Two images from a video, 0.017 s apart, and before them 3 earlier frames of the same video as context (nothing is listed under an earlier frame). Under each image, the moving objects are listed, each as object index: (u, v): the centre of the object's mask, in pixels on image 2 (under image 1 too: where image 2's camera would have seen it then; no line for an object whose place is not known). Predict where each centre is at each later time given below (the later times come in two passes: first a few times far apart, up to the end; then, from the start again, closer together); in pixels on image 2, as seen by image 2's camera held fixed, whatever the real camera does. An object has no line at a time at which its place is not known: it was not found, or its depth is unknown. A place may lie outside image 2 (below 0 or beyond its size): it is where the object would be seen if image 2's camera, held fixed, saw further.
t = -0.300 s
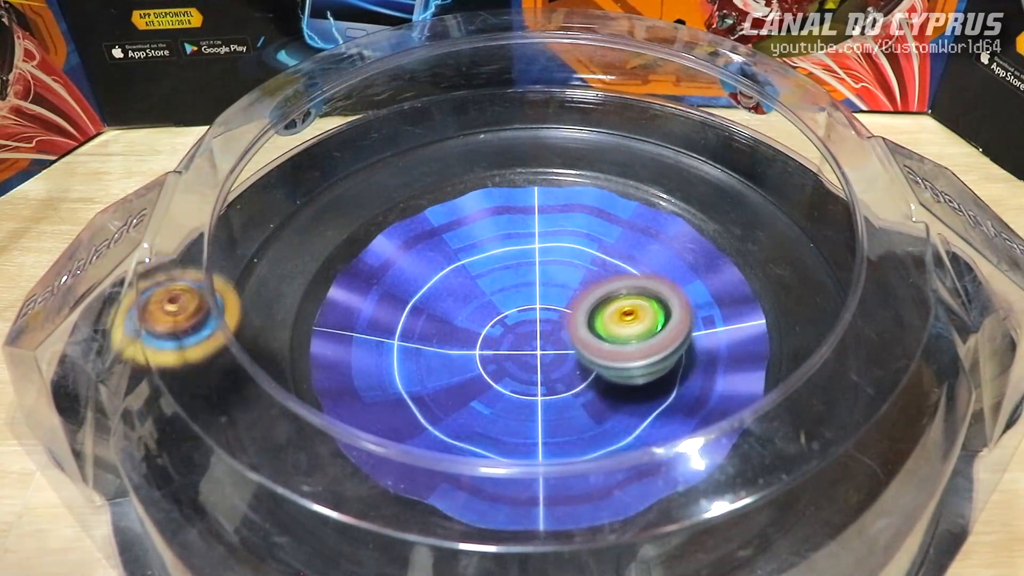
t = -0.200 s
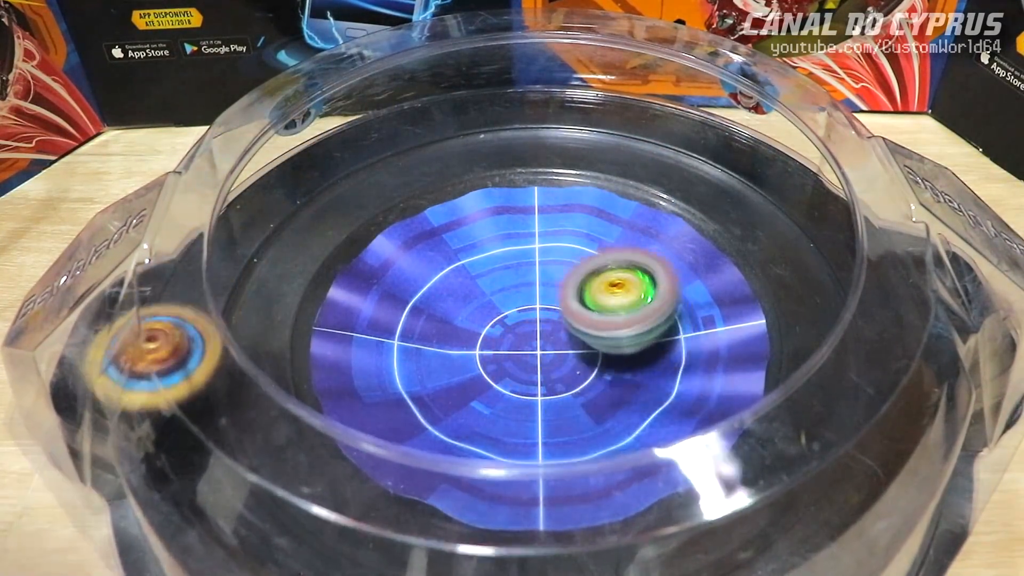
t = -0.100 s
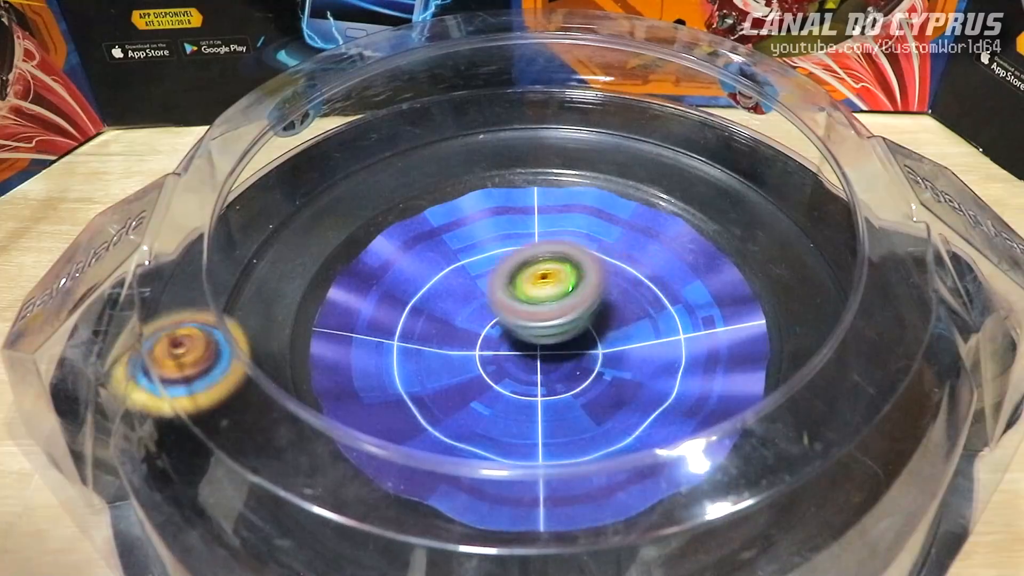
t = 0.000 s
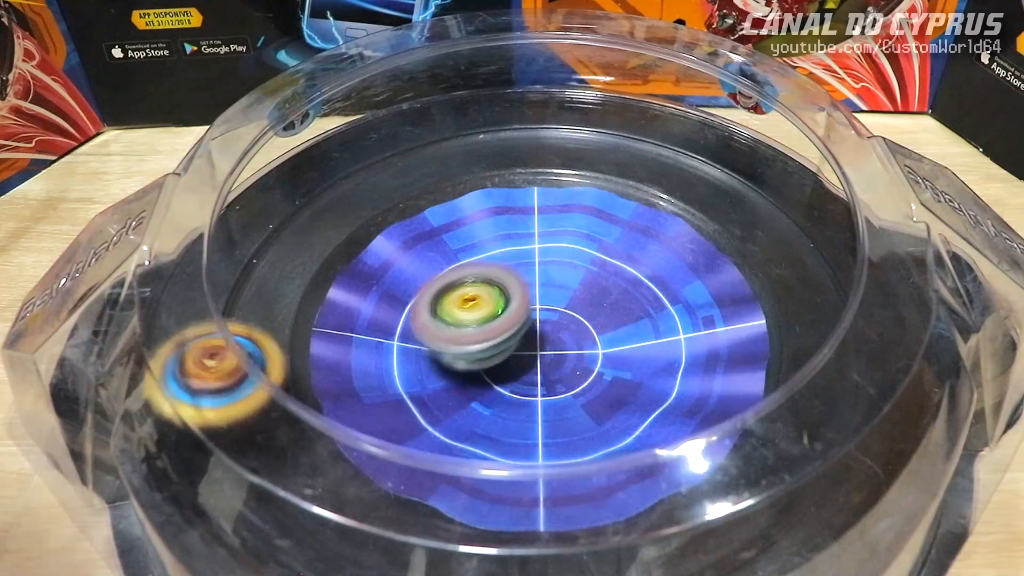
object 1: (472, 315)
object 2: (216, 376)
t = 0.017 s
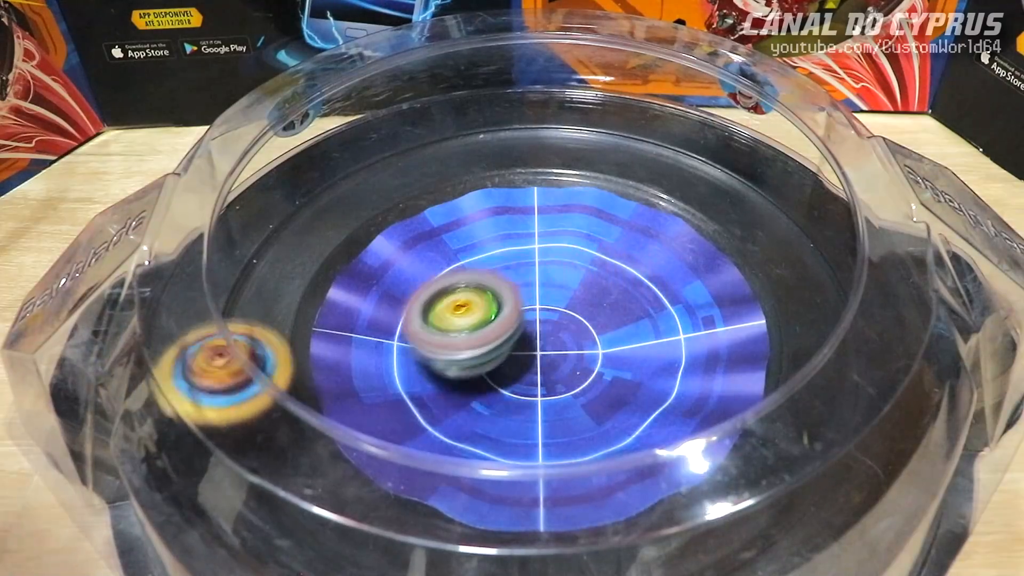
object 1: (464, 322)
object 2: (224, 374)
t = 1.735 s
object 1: (186, 238)
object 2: (417, 101)
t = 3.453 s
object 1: (512, 121)
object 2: (545, 292)
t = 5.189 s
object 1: (427, 169)
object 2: (451, 284)
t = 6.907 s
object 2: (543, 278)
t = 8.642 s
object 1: (495, 270)
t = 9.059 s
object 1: (426, 272)
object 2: (539, 290)
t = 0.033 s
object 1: (456, 329)
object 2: (235, 370)
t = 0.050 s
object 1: (451, 336)
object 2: (246, 368)
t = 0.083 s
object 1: (446, 351)
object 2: (265, 367)
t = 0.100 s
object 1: (446, 359)
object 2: (273, 369)
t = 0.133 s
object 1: (448, 375)
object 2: (288, 370)
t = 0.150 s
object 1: (452, 383)
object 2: (297, 369)
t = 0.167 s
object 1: (457, 390)
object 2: (307, 368)
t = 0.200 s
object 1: (470, 402)
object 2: (328, 359)
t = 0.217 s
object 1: (478, 406)
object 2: (336, 353)
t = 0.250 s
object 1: (496, 414)
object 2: (358, 334)
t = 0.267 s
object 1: (506, 417)
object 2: (370, 325)
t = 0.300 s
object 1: (528, 421)
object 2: (398, 304)
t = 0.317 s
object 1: (540, 435)
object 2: (415, 295)
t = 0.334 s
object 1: (553, 439)
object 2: (433, 289)
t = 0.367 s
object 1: (578, 439)
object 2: (474, 277)
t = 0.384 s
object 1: (591, 437)
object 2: (495, 272)
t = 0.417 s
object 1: (615, 429)
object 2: (543, 268)
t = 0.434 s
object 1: (627, 422)
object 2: (565, 269)
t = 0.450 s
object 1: (636, 407)
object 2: (586, 270)
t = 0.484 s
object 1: (654, 392)
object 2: (629, 279)
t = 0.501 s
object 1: (661, 384)
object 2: (647, 284)
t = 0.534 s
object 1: (658, 389)
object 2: (683, 278)
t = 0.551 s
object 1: (645, 404)
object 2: (701, 256)
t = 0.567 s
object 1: (634, 431)
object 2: (718, 239)
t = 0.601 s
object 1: (614, 469)
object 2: (747, 212)
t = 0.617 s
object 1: (604, 479)
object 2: (760, 203)
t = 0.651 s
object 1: (576, 511)
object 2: (781, 188)
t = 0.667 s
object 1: (559, 522)
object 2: (787, 176)
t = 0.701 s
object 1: (522, 536)
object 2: (787, 174)
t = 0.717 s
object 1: (505, 536)
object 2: (784, 176)
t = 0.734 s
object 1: (489, 537)
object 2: (782, 172)
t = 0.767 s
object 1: (461, 541)
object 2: (778, 170)
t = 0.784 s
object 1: (446, 542)
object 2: (778, 163)
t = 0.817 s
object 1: (417, 541)
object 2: (776, 158)
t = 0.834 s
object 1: (404, 540)
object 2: (770, 151)
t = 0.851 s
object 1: (392, 538)
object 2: (762, 146)
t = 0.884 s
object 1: (366, 534)
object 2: (749, 137)
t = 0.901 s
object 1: (356, 532)
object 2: (743, 132)
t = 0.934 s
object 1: (341, 527)
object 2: (726, 126)
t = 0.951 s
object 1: (332, 524)
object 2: (721, 124)
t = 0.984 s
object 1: (311, 517)
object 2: (705, 119)
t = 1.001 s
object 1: (300, 513)
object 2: (701, 115)
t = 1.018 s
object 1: (288, 509)
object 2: (695, 112)
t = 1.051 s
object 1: (270, 498)
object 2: (681, 106)
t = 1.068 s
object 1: (262, 488)
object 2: (676, 104)
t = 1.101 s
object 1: (246, 479)
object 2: (663, 100)
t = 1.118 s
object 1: (237, 472)
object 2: (658, 98)
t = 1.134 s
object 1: (230, 464)
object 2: (652, 97)
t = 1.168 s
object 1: (215, 446)
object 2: (638, 96)
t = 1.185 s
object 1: (207, 439)
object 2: (633, 94)
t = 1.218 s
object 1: (194, 424)
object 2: (619, 94)
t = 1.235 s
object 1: (197, 416)
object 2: (613, 92)
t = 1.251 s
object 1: (199, 409)
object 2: (607, 91)
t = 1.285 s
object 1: (202, 393)
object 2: (594, 89)
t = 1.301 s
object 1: (201, 386)
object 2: (589, 89)
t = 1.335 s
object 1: (197, 371)
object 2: (575, 88)
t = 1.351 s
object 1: (195, 364)
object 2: (567, 88)
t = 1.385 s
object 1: (188, 349)
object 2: (555, 87)
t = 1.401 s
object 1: (187, 340)
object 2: (548, 86)
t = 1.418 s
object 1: (181, 334)
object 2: (541, 86)
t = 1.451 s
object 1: (176, 321)
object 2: (528, 86)
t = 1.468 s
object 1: (172, 313)
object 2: (520, 86)
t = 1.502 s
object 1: (168, 301)
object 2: (508, 87)
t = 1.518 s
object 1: (166, 295)
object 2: (501, 87)
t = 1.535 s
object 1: (161, 290)
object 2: (495, 88)
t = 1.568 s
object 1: (159, 274)
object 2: (482, 89)
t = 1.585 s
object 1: (157, 266)
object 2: (475, 90)
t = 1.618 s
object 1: (158, 254)
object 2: (463, 92)
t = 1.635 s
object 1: (162, 250)
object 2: (456, 93)
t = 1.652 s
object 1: (165, 247)
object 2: (450, 94)
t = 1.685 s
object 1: (173, 242)
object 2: (436, 96)
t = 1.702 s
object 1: (178, 240)
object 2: (429, 98)
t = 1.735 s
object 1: (186, 238)
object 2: (417, 101)
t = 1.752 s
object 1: (189, 235)
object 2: (410, 102)
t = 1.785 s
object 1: (198, 233)
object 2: (399, 107)
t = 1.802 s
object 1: (201, 230)
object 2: (392, 109)
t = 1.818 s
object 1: (204, 228)
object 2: (386, 110)
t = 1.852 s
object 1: (210, 223)
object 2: (373, 115)
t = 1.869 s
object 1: (214, 221)
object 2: (367, 117)
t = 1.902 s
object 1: (219, 216)
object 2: (354, 124)
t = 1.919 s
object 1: (223, 214)
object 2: (347, 126)
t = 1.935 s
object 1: (225, 212)
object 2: (342, 129)
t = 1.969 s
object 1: (232, 208)
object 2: (329, 135)
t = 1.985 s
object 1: (235, 206)
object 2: (324, 138)
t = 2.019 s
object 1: (242, 202)
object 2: (315, 142)
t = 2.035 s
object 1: (244, 206)
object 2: (313, 144)
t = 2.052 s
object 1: (241, 210)
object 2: (312, 145)
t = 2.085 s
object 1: (244, 226)
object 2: (308, 149)
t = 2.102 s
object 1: (246, 233)
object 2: (308, 151)
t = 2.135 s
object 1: (248, 244)
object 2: (305, 155)
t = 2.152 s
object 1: (250, 250)
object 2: (304, 157)
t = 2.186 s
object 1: (254, 260)
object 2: (301, 164)
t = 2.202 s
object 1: (257, 265)
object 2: (302, 166)
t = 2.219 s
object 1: (265, 270)
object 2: (303, 168)
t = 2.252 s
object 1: (271, 279)
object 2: (314, 169)
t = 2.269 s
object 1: (274, 284)
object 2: (320, 173)
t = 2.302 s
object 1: (285, 296)
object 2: (328, 175)
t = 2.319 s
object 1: (294, 304)
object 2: (329, 178)
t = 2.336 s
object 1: (301, 311)
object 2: (331, 182)
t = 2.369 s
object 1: (322, 329)
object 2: (336, 190)
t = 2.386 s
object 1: (334, 339)
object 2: (338, 193)
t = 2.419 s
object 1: (363, 360)
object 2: (344, 203)
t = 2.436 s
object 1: (379, 370)
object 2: (349, 208)
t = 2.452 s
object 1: (399, 379)
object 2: (356, 212)
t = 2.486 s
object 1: (439, 396)
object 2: (375, 220)
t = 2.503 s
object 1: (461, 401)
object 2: (389, 222)
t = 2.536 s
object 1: (512, 408)
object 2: (418, 225)
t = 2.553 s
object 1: (539, 409)
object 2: (436, 229)
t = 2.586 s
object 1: (594, 403)
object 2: (468, 235)
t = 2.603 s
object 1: (619, 398)
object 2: (484, 241)
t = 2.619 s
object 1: (643, 390)
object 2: (500, 247)
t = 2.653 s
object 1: (684, 368)
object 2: (530, 261)
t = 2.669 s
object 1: (704, 355)
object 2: (545, 270)
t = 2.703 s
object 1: (730, 323)
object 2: (569, 288)
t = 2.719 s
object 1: (740, 306)
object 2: (579, 299)
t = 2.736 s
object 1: (745, 290)
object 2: (589, 309)
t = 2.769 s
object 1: (749, 258)
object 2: (599, 331)
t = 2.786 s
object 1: (748, 241)
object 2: (602, 343)
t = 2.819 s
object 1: (739, 212)
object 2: (600, 364)
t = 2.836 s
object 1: (732, 197)
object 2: (598, 376)
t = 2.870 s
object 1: (712, 173)
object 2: (587, 395)
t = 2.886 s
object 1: (701, 163)
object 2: (580, 404)
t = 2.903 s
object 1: (691, 155)
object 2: (572, 409)
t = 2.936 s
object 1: (675, 139)
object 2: (556, 418)
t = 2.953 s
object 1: (669, 133)
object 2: (545, 422)
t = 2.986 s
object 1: (656, 123)
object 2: (526, 437)
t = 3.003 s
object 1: (650, 119)
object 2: (514, 441)
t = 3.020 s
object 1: (644, 116)
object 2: (503, 443)
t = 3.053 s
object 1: (635, 111)
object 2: (479, 442)
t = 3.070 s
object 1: (629, 110)
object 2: (469, 440)
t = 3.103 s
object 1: (620, 107)
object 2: (453, 421)
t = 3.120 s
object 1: (616, 106)
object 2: (445, 418)
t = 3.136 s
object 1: (611, 105)
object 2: (436, 414)
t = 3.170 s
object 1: (602, 104)
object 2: (426, 404)
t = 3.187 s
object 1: (597, 104)
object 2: (424, 398)
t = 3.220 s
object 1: (588, 103)
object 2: (424, 382)
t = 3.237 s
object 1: (583, 104)
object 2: (429, 373)
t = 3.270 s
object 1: (573, 105)
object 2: (436, 355)
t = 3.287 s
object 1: (568, 105)
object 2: (443, 346)
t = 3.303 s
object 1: (562, 106)
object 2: (449, 338)
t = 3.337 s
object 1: (551, 108)
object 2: (467, 322)
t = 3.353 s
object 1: (545, 109)
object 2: (475, 315)
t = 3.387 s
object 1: (535, 113)
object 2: (497, 304)
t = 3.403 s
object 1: (529, 115)
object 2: (508, 300)
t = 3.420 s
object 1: (523, 117)
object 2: (521, 297)
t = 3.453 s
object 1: (512, 121)
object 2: (545, 292)
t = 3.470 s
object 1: (507, 124)
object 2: (557, 291)
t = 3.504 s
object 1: (494, 131)
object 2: (580, 289)
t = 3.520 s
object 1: (486, 136)
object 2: (591, 290)
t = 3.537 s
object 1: (478, 143)
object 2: (601, 291)
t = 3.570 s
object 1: (461, 157)
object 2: (619, 295)
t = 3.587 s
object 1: (452, 166)
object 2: (629, 298)
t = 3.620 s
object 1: (432, 184)
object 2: (647, 304)
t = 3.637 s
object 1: (422, 195)
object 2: (655, 308)
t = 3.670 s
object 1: (402, 219)
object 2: (667, 317)
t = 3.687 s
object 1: (391, 232)
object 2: (672, 323)
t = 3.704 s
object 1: (383, 247)
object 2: (674, 329)
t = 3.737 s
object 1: (370, 280)
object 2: (675, 342)
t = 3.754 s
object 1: (367, 299)
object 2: (671, 348)
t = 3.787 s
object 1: (367, 335)
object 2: (662, 359)
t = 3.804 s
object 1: (372, 354)
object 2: (654, 363)
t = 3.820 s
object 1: (381, 371)
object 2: (645, 368)
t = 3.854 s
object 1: (406, 405)
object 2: (622, 373)
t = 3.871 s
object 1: (425, 420)
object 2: (609, 375)
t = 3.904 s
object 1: (468, 447)
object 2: (585, 373)
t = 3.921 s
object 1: (492, 456)
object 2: (571, 369)
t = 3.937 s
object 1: (521, 464)
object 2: (559, 364)
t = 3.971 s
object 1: (576, 471)
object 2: (535, 357)
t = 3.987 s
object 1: (605, 469)
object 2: (525, 351)
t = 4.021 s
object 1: (661, 459)
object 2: (512, 333)
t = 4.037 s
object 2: (507, 325)
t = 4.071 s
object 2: (502, 307)
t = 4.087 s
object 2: (501, 299)
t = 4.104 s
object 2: (504, 289)
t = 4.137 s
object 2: (509, 273)
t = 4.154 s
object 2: (514, 266)
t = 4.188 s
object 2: (525, 251)
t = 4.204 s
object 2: (531, 245)
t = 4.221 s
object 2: (539, 240)
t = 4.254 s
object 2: (553, 231)
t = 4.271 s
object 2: (562, 228)
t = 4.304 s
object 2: (579, 225)
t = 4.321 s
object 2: (587, 225)
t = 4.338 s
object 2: (594, 225)
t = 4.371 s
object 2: (608, 230)
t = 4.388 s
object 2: (614, 234)
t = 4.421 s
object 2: (621, 244)
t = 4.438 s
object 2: (624, 252)
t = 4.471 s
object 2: (624, 268)
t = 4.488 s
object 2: (622, 277)
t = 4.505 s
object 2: (618, 287)
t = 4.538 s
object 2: (605, 308)
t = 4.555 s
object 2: (598, 315)
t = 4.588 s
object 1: (799, 259)
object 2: (577, 328)
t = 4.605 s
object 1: (795, 255)
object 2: (565, 335)
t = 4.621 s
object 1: (790, 251)
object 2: (551, 340)
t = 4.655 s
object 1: (776, 244)
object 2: (526, 343)
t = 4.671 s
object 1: (767, 241)
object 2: (514, 342)
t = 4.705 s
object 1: (747, 234)
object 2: (488, 338)
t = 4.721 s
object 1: (735, 231)
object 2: (479, 335)
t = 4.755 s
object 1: (710, 223)
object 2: (461, 325)
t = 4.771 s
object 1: (697, 218)
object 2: (452, 320)
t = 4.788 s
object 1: (684, 213)
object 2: (445, 313)
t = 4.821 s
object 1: (651, 205)
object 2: (433, 299)
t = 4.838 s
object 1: (633, 202)
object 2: (431, 292)
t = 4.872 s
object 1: (594, 196)
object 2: (426, 277)
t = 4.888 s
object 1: (573, 193)
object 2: (425, 271)
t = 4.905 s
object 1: (552, 194)
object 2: (425, 263)
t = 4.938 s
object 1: (512, 191)
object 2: (427, 252)
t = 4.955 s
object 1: (499, 181)
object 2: (424, 251)
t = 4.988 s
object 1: (489, 165)
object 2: (416, 255)
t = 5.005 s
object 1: (485, 160)
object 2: (414, 259)
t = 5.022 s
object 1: (480, 152)
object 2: (414, 259)
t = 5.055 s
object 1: (471, 145)
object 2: (416, 260)
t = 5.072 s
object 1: (465, 143)
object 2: (418, 262)
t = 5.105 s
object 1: (455, 144)
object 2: (426, 266)
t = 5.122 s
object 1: (450, 147)
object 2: (430, 269)
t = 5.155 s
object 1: (440, 157)
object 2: (441, 276)
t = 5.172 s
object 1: (433, 163)
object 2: (447, 280)
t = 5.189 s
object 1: (427, 169)
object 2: (451, 284)
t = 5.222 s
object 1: (414, 183)
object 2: (463, 295)
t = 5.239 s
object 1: (408, 191)
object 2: (468, 301)
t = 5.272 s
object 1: (396, 213)
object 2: (477, 313)
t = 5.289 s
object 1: (393, 225)
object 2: (481, 320)
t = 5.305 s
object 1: (392, 239)
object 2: (482, 327)
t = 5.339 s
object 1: (393, 267)
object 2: (488, 343)
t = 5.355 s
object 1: (386, 273)
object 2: (496, 355)
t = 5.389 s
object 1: (372, 289)
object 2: (510, 374)
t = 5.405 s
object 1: (369, 296)
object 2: (515, 382)
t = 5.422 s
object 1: (366, 305)
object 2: (517, 388)
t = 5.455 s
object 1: (373, 323)
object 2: (517, 401)
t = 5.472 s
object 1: (383, 333)
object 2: (513, 406)
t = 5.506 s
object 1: (402, 348)
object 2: (511, 415)
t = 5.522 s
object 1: (409, 351)
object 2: (515, 420)
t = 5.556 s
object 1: (428, 355)
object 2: (518, 428)
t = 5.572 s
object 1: (440, 357)
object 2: (520, 443)
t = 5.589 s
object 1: (454, 358)
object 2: (519, 451)
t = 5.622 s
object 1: (488, 360)
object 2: (519, 460)
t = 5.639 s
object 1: (506, 358)
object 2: (520, 477)
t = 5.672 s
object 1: (541, 350)
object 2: (521, 479)
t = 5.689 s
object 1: (559, 342)
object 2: (520, 482)
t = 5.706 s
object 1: (574, 332)
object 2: (518, 485)
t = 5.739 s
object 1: (596, 312)
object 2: (512, 485)
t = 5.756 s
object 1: (605, 300)
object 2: (506, 483)
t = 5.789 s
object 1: (616, 276)
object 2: (502, 477)
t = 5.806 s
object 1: (617, 265)
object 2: (502, 474)
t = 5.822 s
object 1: (617, 254)
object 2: (504, 475)
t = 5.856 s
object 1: (613, 232)
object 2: (507, 456)
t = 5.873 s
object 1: (609, 223)
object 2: (509, 450)
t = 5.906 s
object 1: (597, 207)
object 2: (516, 428)
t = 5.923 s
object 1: (589, 199)
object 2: (519, 424)
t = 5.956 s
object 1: (573, 187)
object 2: (525, 413)
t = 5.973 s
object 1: (564, 181)
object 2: (530, 408)
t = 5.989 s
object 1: (556, 178)
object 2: (535, 402)
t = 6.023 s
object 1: (537, 169)
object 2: (544, 387)
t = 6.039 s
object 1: (527, 166)
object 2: (549, 380)
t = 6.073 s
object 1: (506, 162)
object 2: (560, 365)
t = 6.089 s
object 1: (496, 161)
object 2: (566, 358)
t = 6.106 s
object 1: (485, 161)
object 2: (571, 351)
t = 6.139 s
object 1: (463, 165)
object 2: (585, 338)
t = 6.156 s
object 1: (452, 169)
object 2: (593, 332)
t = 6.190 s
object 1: (432, 180)
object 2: (607, 321)
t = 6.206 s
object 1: (423, 188)
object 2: (614, 316)
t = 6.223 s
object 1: (415, 198)
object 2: (622, 311)
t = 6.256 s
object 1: (404, 221)
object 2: (635, 302)
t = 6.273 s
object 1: (401, 234)
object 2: (643, 298)
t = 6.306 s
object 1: (404, 267)
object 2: (657, 290)
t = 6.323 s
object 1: (407, 282)
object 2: (664, 286)
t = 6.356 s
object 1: (424, 318)
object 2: (677, 279)
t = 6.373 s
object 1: (439, 335)
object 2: (683, 275)
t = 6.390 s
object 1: (454, 351)
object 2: (690, 272)
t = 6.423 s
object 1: (494, 375)
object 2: (699, 267)
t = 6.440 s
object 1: (519, 384)
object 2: (702, 265)
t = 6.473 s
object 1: (566, 393)
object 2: (706, 263)
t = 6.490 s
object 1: (591, 393)
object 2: (707, 262)
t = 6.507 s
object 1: (615, 391)
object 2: (707, 261)
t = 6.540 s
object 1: (659, 379)
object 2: (706, 261)
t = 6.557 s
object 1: (681, 372)
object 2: (705, 262)
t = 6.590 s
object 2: (698, 261)
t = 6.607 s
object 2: (691, 260)
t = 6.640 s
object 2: (678, 264)
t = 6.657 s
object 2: (673, 267)
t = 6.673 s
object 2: (667, 269)
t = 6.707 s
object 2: (653, 273)
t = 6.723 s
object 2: (644, 276)
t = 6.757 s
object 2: (626, 279)
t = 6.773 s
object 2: (618, 280)
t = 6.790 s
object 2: (607, 282)
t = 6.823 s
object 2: (588, 285)
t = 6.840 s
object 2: (579, 284)
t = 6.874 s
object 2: (560, 282)
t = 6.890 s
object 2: (550, 281)
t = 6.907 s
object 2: (543, 278)
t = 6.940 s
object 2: (526, 273)
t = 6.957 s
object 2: (517, 269)
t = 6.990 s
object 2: (504, 262)
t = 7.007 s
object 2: (499, 257)
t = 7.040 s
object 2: (488, 250)
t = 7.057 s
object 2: (484, 243)
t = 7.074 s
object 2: (479, 241)
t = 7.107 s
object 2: (470, 231)
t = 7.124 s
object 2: (467, 228)
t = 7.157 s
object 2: (460, 222)
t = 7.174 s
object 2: (456, 219)
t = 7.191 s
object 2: (455, 217)
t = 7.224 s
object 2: (451, 214)
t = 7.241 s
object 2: (449, 214)
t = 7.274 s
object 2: (447, 214)
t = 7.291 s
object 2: (446, 216)
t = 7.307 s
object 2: (445, 216)
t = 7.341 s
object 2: (446, 220)
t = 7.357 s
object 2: (446, 224)
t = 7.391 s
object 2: (448, 230)
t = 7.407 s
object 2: (451, 235)
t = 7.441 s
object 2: (455, 246)
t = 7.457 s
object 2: (456, 251)
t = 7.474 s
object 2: (459, 258)
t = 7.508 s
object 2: (463, 270)
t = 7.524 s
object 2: (464, 276)
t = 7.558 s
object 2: (468, 288)
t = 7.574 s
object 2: (469, 296)
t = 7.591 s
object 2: (471, 302)
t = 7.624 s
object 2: (472, 315)
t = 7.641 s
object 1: (683, 286)
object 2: (471, 322)
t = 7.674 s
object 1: (657, 277)
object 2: (468, 333)
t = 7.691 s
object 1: (641, 273)
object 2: (467, 339)
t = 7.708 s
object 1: (624, 270)
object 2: (465, 343)
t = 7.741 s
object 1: (588, 264)
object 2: (460, 352)
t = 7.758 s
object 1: (567, 264)
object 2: (457, 357)
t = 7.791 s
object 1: (524, 264)
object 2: (451, 364)
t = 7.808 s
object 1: (502, 265)
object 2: (449, 368)
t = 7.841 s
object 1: (464, 271)
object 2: (445, 374)
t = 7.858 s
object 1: (447, 274)
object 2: (441, 376)
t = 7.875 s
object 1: (429, 280)
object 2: (440, 379)
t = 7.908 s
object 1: (402, 290)
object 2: (437, 384)
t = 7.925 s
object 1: (386, 295)
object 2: (436, 386)
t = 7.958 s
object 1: (363, 302)
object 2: (436, 388)
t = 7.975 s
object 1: (351, 306)
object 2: (435, 387)
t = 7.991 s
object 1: (343, 311)
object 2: (438, 386)
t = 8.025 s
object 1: (329, 321)
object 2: (442, 384)
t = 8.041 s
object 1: (323, 326)
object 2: (445, 382)
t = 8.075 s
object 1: (315, 334)
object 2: (453, 377)
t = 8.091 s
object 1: (312, 338)
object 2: (457, 375)
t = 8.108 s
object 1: (310, 342)
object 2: (463, 373)
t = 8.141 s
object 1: (306, 354)
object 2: (475, 368)
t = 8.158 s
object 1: (309, 359)
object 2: (480, 365)
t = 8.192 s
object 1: (318, 370)
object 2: (494, 359)
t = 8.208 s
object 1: (325, 376)
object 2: (501, 357)
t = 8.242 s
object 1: (341, 384)
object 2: (519, 351)
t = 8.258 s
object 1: (354, 387)
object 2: (529, 350)
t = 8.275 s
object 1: (367, 391)
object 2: (537, 351)
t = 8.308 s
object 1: (400, 390)
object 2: (553, 345)
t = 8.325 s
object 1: (416, 391)
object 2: (562, 344)
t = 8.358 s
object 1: (451, 390)
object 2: (579, 342)
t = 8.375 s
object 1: (470, 387)
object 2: (587, 342)
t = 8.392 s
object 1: (486, 381)
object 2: (597, 341)
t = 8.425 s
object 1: (500, 374)
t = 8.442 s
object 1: (506, 369)
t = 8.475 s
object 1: (517, 355)
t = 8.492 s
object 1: (521, 347)
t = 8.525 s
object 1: (525, 328)
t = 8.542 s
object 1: (524, 319)
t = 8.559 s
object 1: (523, 310)
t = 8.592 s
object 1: (514, 293)
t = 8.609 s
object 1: (509, 284)
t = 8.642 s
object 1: (495, 270)
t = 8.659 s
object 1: (489, 265)
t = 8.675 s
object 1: (482, 261)
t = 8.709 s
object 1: (467, 254)
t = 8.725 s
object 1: (460, 250)
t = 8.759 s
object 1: (448, 246)
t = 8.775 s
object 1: (442, 244)
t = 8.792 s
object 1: (438, 243)
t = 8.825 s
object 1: (429, 242)
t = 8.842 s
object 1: (426, 241)
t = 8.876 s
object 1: (418, 242)
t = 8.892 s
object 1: (417, 242)
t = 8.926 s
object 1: (412, 245)
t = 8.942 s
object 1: (411, 246)
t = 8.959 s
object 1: (410, 248)
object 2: (574, 322)
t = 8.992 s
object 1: (411, 254)
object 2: (560, 314)
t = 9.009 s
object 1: (413, 257)
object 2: (553, 307)
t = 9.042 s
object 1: (420, 267)
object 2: (543, 295)
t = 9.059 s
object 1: (426, 272)
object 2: (539, 290)
